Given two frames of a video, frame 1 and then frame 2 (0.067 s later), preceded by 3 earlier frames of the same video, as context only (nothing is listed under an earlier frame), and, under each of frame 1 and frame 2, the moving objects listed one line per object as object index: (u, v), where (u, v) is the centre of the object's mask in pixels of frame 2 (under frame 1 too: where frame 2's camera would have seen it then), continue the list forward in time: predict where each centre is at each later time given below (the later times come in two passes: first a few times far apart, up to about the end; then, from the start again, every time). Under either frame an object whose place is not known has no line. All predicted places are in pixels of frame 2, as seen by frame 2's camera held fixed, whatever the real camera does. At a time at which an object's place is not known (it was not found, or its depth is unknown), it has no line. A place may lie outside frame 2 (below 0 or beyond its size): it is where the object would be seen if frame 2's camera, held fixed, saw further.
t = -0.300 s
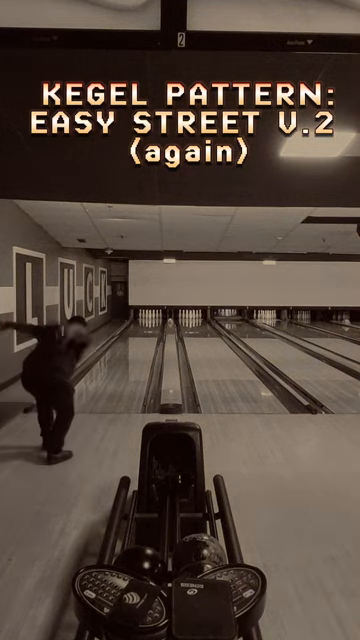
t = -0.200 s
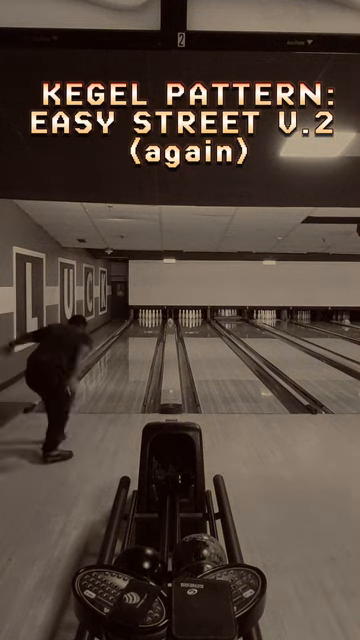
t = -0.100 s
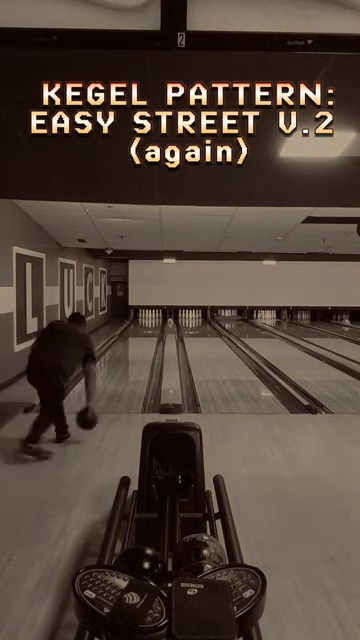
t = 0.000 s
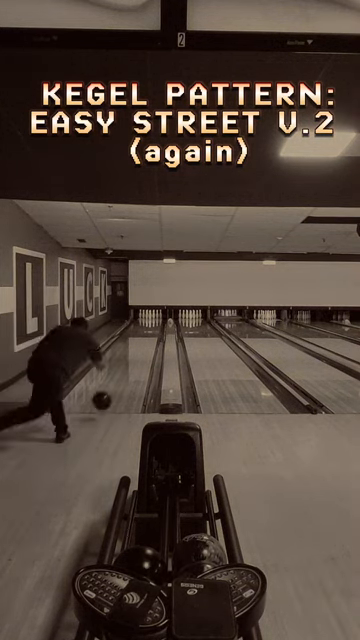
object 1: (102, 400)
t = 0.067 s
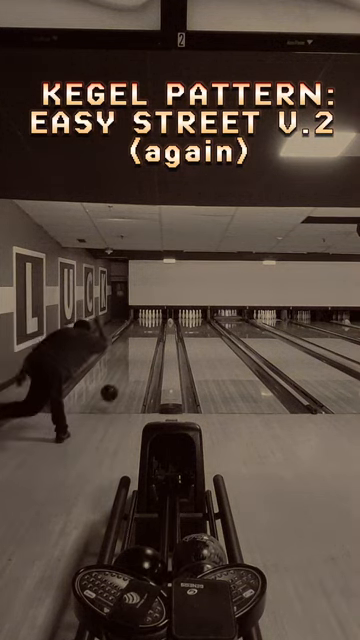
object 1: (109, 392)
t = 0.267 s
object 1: (125, 378)
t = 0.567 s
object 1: (139, 357)
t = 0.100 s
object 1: (112, 390)
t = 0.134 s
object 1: (116, 389)
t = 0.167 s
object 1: (118, 388)
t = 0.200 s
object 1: (120, 385)
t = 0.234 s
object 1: (123, 381)
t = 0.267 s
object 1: (125, 378)
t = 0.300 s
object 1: (127, 375)
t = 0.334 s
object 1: (130, 373)
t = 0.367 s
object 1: (130, 369)
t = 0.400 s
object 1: (132, 367)
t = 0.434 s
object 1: (134, 365)
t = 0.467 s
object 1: (135, 362)
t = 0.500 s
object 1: (136, 360)
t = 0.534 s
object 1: (138, 358)
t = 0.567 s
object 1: (139, 357)
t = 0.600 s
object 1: (140, 355)
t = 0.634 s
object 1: (141, 353)
